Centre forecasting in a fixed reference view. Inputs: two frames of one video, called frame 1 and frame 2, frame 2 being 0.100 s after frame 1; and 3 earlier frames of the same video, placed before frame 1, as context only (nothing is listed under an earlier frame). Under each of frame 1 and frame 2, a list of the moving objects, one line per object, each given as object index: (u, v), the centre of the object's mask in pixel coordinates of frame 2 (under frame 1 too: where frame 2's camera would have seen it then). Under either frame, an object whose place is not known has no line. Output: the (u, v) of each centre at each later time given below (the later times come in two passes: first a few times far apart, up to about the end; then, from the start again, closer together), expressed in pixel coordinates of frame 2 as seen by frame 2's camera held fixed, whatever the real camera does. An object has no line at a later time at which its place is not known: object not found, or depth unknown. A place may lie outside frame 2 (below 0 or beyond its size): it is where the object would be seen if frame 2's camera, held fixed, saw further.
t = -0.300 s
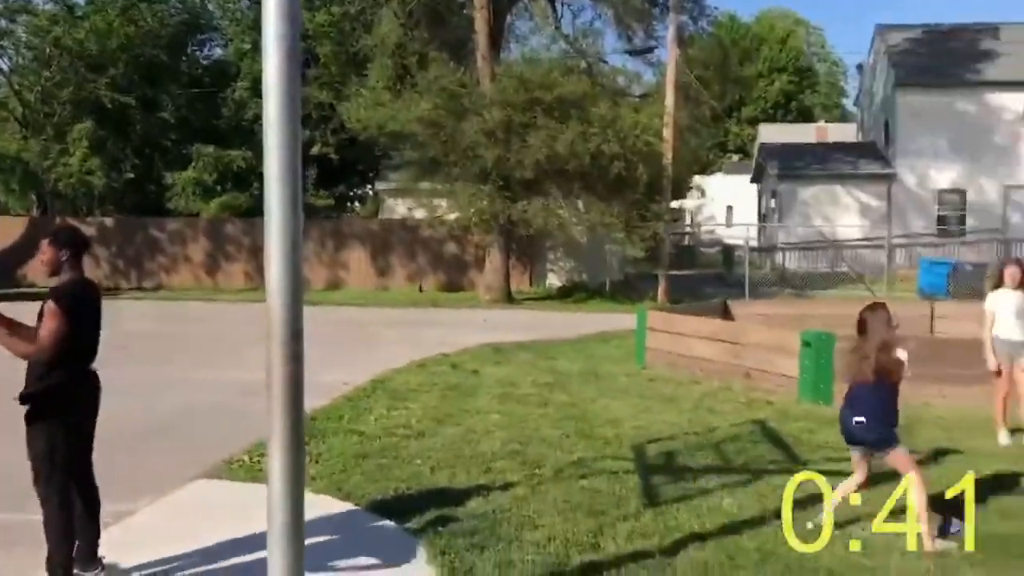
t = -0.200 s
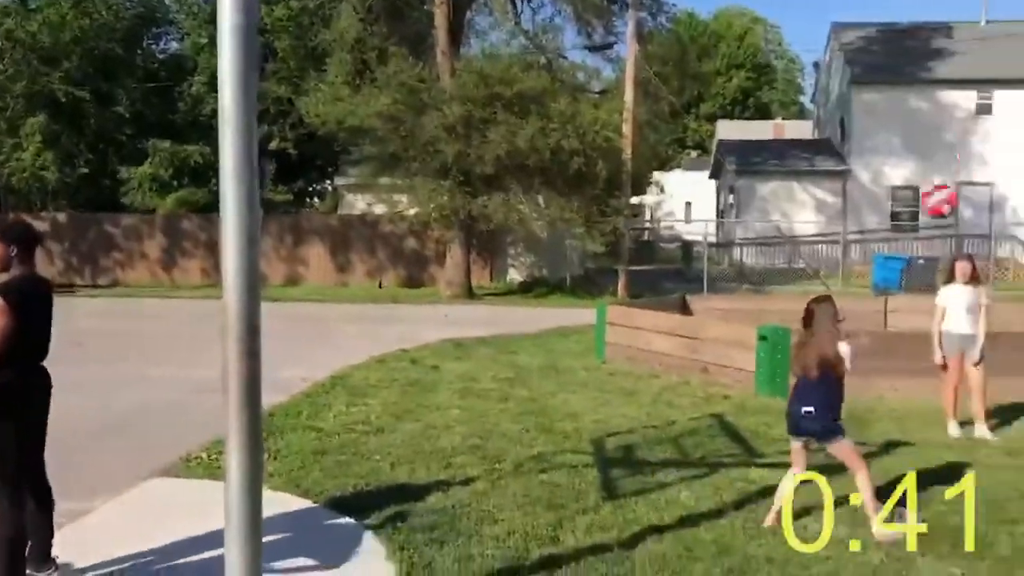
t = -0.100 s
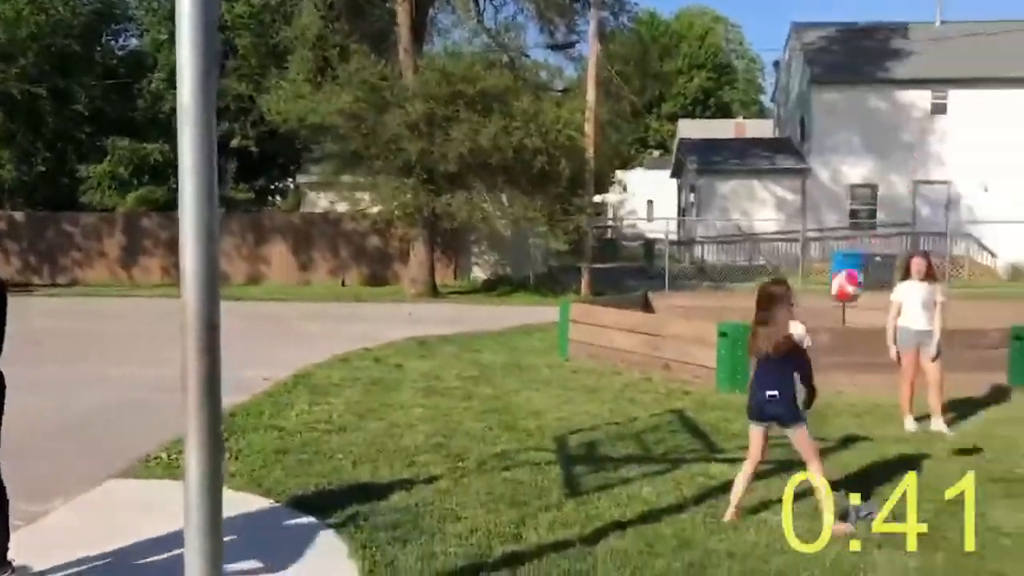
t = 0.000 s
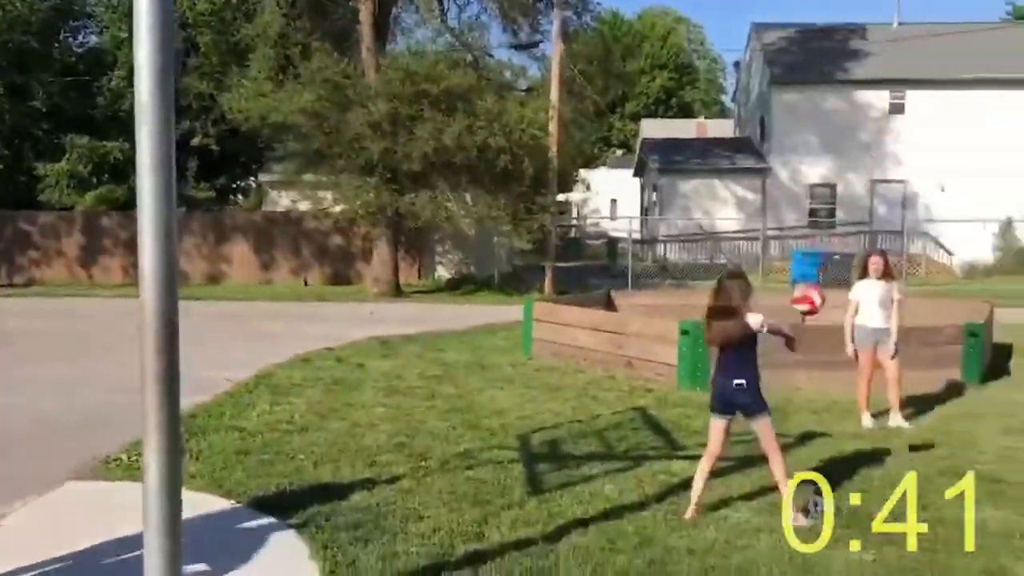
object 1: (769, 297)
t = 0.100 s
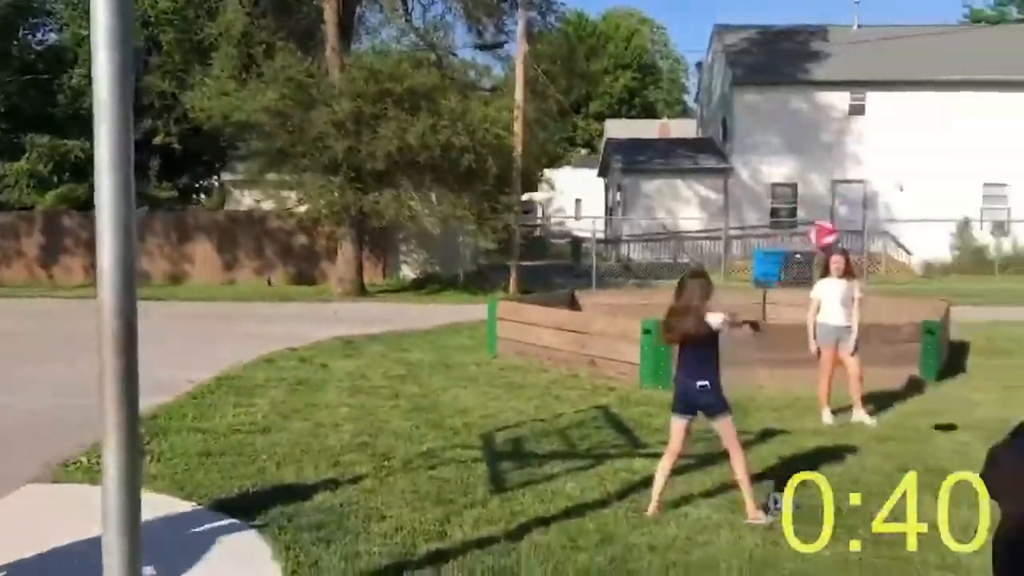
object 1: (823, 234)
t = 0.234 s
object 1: (888, 178)
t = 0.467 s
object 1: (989, 146)
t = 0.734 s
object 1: (1090, 201)
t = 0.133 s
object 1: (840, 217)
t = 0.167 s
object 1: (858, 203)
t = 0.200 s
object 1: (873, 190)
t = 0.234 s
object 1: (888, 178)
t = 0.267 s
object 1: (904, 169)
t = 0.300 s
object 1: (918, 161)
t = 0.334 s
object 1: (933, 154)
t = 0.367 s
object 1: (947, 150)
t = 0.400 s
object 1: (961, 147)
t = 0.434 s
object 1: (975, 145)
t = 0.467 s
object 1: (989, 146)
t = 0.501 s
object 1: (1001, 147)
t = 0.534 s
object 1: (1015, 151)
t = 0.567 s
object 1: (1027, 157)
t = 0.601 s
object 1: (1040, 163)
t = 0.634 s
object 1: (1052, 172)
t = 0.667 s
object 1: (1065, 181)
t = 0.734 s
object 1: (1090, 201)
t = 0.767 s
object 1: (1103, 211)
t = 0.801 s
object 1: (1113, 232)
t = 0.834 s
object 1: (1123, 246)
